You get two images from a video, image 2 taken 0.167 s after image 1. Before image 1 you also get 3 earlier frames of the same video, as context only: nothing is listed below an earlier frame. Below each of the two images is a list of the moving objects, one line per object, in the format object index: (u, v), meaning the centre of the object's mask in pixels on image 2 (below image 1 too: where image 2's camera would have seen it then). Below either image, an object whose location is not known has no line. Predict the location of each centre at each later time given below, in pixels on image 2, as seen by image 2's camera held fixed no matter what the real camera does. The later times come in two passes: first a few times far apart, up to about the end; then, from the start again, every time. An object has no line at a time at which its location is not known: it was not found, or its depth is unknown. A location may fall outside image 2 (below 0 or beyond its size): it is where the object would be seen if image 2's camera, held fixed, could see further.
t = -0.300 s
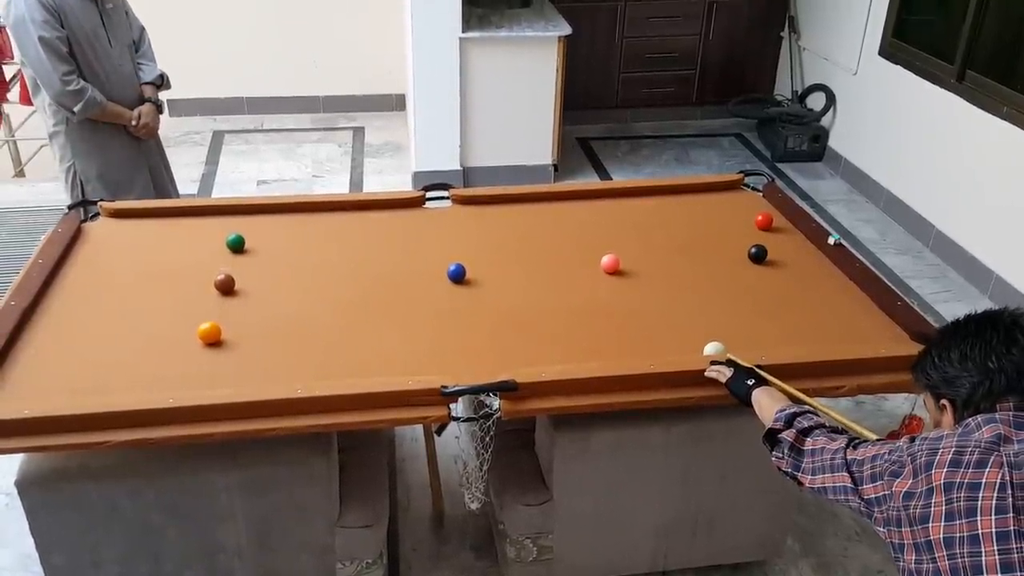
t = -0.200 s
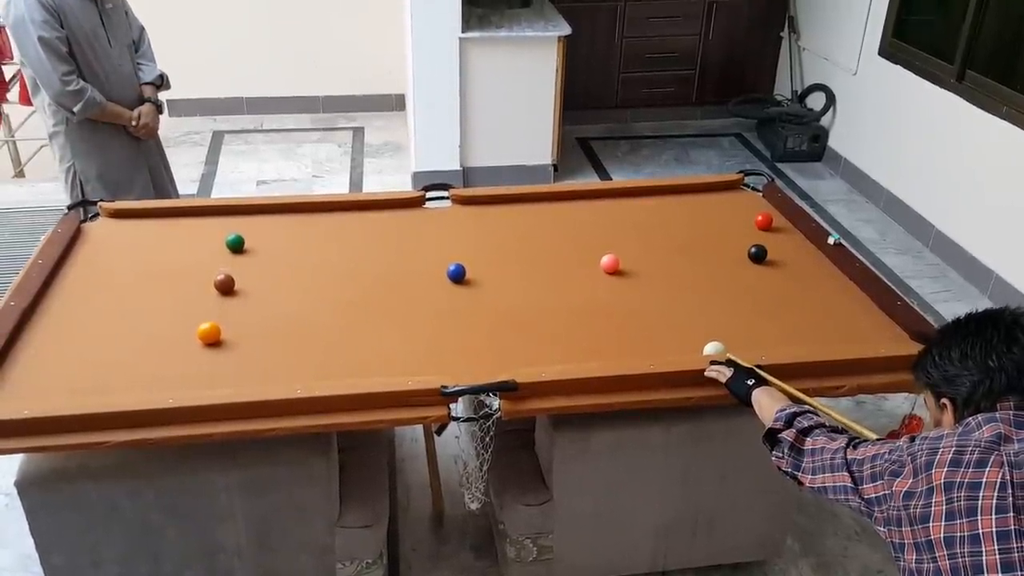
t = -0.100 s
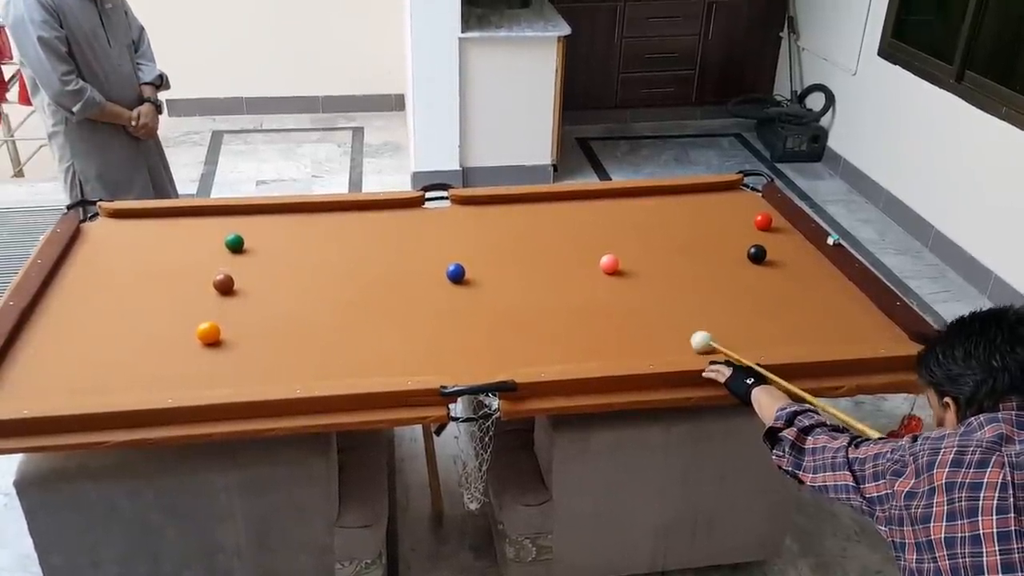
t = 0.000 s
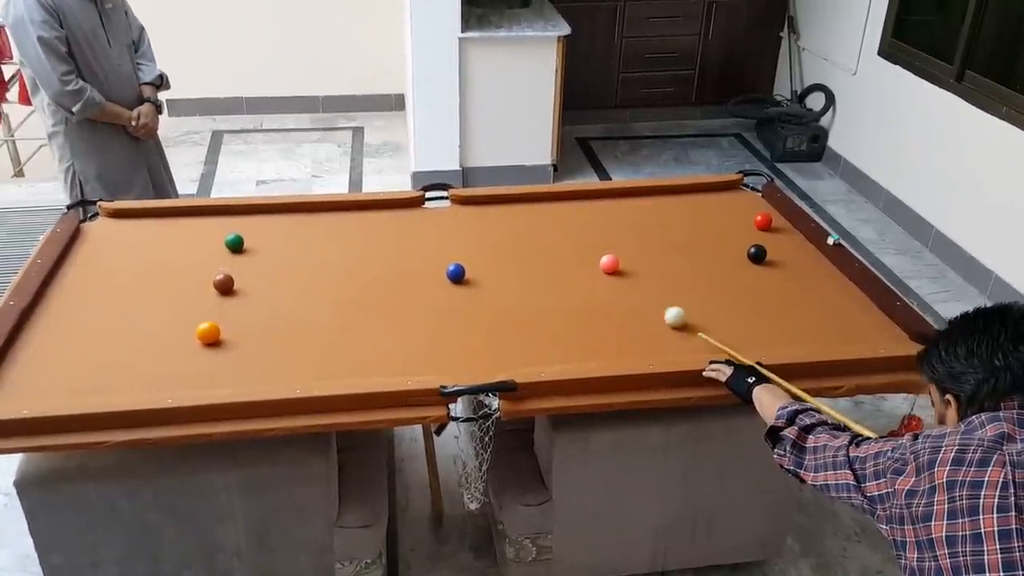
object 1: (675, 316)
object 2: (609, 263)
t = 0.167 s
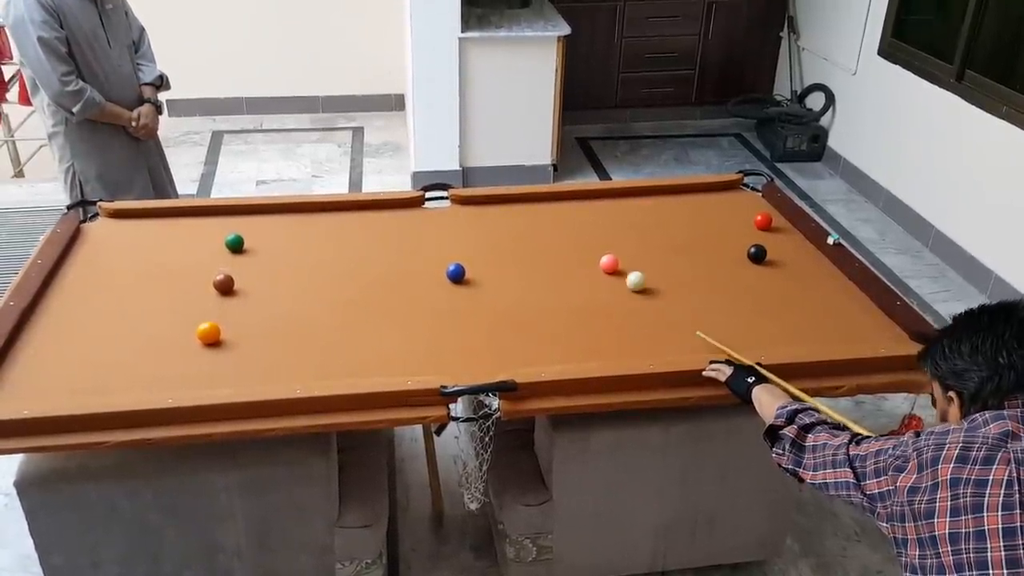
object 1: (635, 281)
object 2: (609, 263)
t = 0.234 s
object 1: (623, 269)
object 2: (606, 262)
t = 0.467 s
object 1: (629, 254)
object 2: (561, 240)
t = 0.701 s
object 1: (630, 240)
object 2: (524, 224)
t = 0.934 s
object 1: (631, 229)
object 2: (491, 209)
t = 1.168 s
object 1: (630, 219)
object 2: (466, 204)
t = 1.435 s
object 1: (627, 211)
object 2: (447, 212)
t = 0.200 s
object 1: (628, 275)
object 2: (609, 263)
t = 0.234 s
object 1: (623, 269)
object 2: (606, 262)
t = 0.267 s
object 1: (626, 268)
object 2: (599, 258)
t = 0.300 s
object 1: (627, 266)
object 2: (591, 254)
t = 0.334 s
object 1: (627, 263)
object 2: (584, 252)
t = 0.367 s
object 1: (628, 261)
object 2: (578, 249)
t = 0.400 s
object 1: (628, 259)
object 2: (572, 246)
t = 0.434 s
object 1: (628, 256)
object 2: (566, 243)
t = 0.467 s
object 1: (629, 254)
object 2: (561, 240)
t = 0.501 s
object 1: (629, 252)
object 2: (555, 238)
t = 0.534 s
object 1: (629, 250)
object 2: (550, 235)
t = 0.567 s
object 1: (630, 248)
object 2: (545, 233)
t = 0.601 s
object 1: (630, 246)
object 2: (539, 230)
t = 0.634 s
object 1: (630, 244)
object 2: (534, 228)
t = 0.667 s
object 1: (630, 242)
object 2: (529, 226)
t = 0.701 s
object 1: (630, 240)
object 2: (524, 224)
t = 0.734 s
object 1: (630, 238)
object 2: (519, 221)
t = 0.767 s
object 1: (630, 237)
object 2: (514, 220)
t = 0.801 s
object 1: (630, 235)
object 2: (509, 217)
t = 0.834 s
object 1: (631, 233)
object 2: (505, 215)
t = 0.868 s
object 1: (630, 232)
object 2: (501, 213)
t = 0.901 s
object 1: (630, 230)
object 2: (496, 211)
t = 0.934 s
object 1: (631, 229)
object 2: (491, 209)
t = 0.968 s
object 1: (631, 227)
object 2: (487, 207)
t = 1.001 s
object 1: (631, 226)
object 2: (483, 205)
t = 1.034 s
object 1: (630, 224)
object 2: (478, 203)
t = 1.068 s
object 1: (630, 223)
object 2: (474, 202)
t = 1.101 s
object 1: (630, 222)
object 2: (471, 202)
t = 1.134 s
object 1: (630, 220)
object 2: (469, 203)
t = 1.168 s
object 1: (630, 219)
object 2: (466, 204)
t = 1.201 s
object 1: (630, 218)
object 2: (464, 205)
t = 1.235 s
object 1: (629, 217)
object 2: (461, 206)
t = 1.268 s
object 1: (629, 216)
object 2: (459, 207)
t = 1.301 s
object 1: (628, 215)
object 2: (456, 209)
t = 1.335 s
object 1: (628, 214)
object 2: (454, 210)
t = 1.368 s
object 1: (628, 213)
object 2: (451, 211)
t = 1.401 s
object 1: (628, 212)
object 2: (449, 212)
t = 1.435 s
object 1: (627, 211)
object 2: (447, 212)
